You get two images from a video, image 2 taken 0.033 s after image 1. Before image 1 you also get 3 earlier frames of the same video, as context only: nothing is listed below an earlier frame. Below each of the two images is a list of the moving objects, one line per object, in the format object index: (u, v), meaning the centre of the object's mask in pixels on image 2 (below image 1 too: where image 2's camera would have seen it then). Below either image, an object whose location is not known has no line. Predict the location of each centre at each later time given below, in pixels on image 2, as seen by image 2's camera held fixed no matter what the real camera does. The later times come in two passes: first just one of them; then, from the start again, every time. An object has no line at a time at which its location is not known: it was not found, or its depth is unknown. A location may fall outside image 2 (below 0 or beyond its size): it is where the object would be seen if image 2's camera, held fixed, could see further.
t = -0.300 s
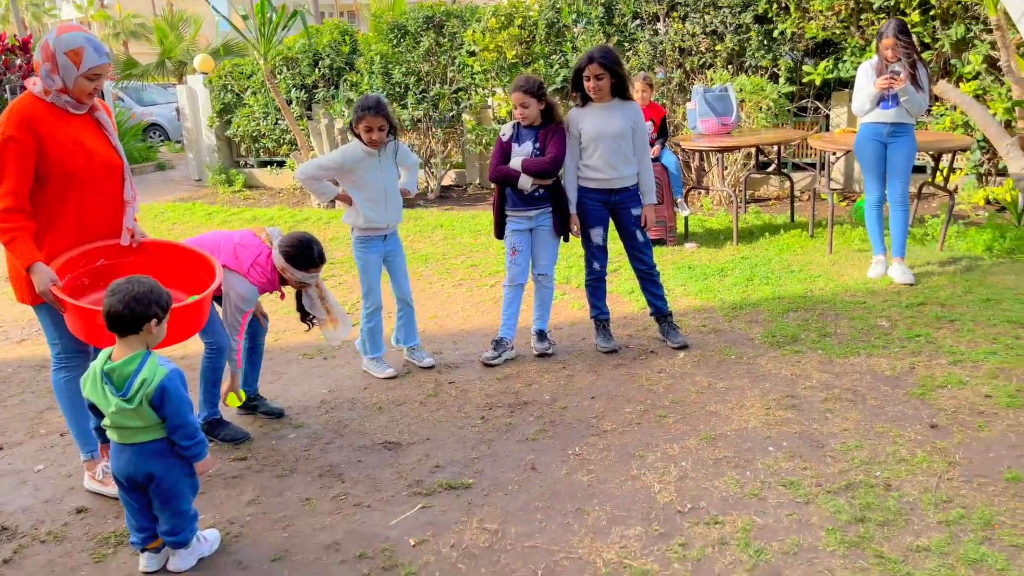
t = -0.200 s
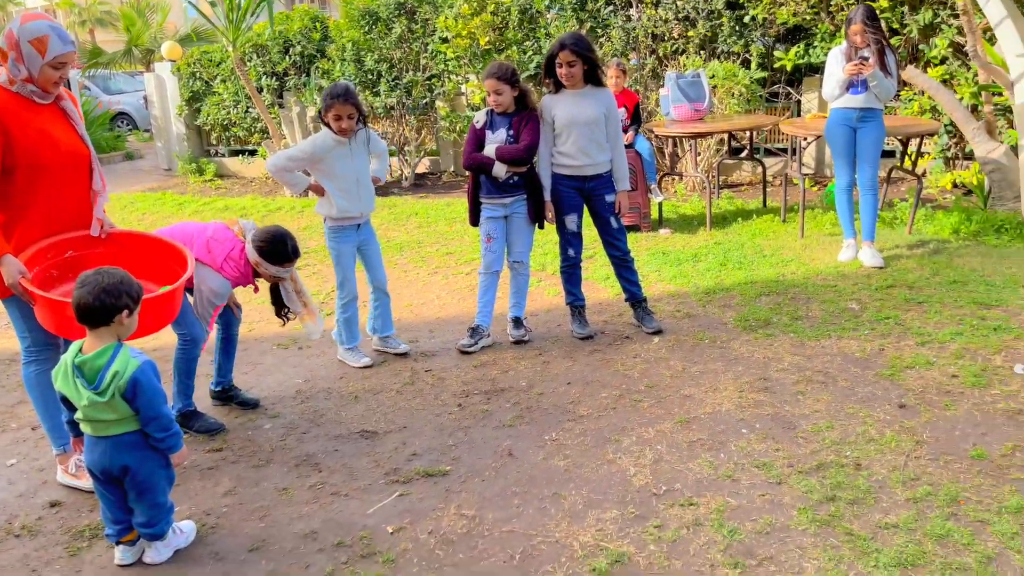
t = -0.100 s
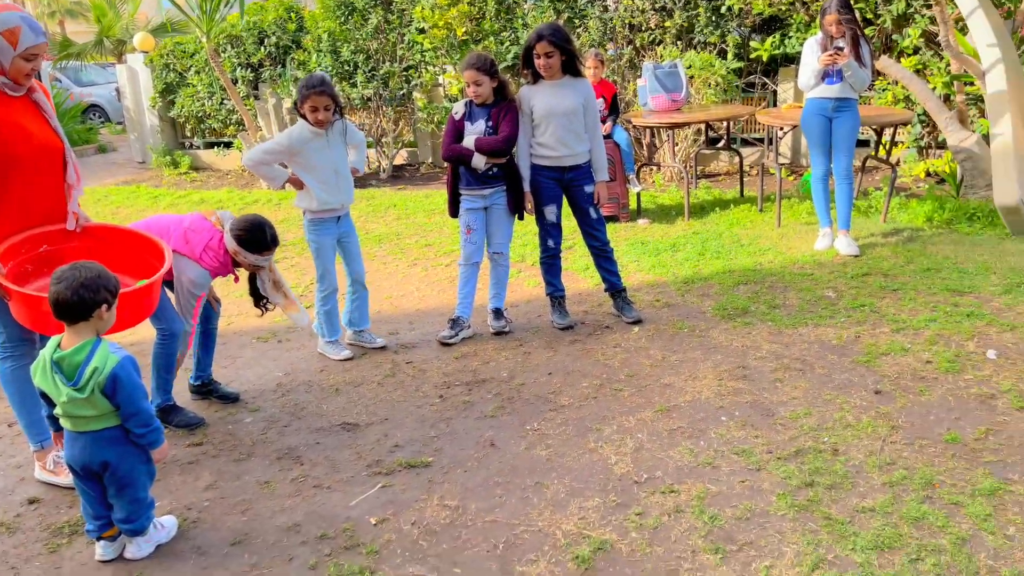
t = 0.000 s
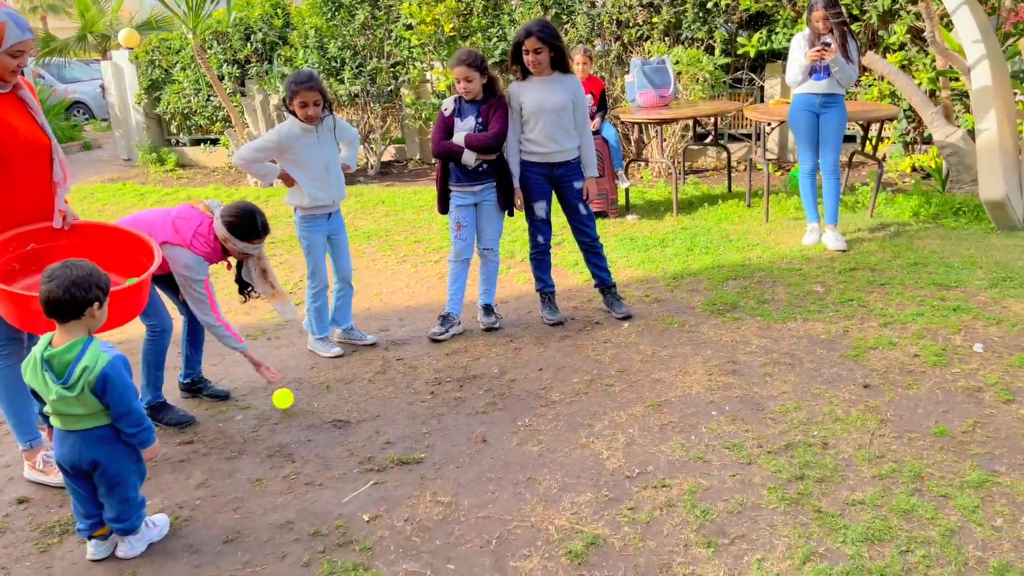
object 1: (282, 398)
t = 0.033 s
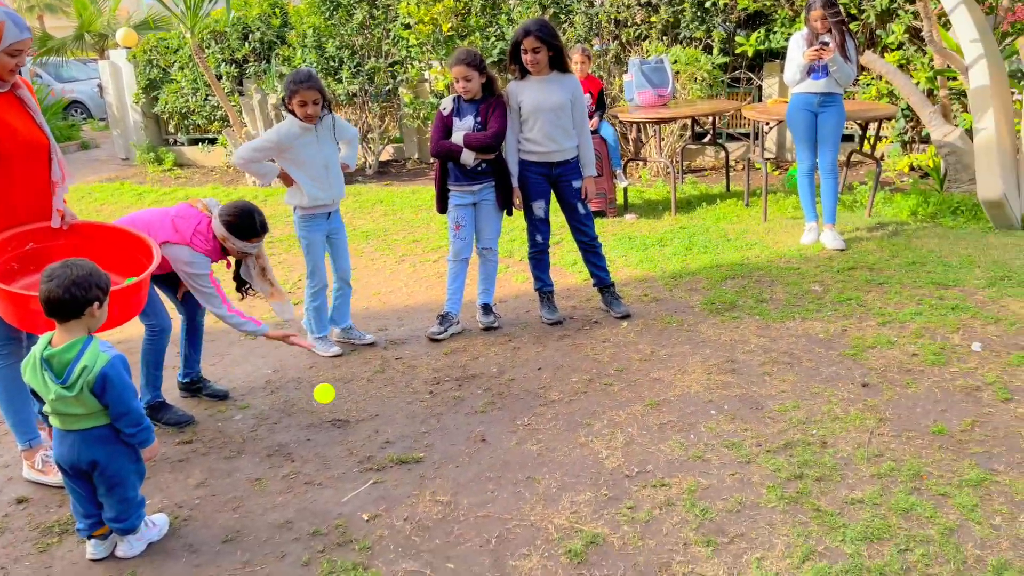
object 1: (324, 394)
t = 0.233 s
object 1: (588, 409)
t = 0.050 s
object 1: (345, 392)
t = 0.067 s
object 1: (367, 391)
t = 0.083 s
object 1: (389, 391)
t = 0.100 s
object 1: (412, 391)
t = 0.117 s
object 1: (434, 393)
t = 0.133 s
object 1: (456, 395)
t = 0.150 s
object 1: (479, 397)
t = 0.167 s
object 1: (502, 400)
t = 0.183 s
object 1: (525, 405)
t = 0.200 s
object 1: (548, 410)
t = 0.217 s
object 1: (569, 411)
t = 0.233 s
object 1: (588, 409)
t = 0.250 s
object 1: (607, 407)
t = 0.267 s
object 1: (626, 406)
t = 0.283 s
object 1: (646, 405)
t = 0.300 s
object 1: (666, 405)
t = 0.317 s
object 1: (686, 406)
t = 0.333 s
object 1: (706, 407)
